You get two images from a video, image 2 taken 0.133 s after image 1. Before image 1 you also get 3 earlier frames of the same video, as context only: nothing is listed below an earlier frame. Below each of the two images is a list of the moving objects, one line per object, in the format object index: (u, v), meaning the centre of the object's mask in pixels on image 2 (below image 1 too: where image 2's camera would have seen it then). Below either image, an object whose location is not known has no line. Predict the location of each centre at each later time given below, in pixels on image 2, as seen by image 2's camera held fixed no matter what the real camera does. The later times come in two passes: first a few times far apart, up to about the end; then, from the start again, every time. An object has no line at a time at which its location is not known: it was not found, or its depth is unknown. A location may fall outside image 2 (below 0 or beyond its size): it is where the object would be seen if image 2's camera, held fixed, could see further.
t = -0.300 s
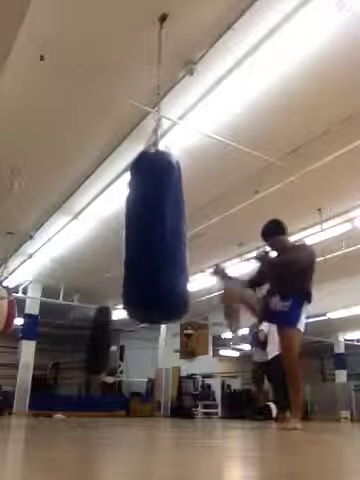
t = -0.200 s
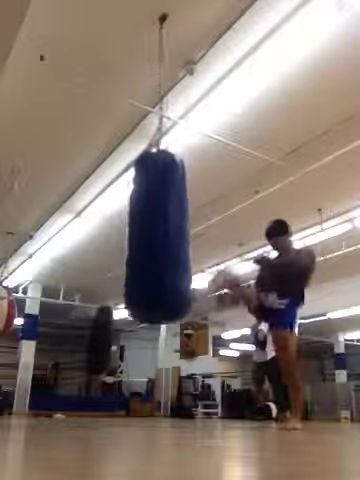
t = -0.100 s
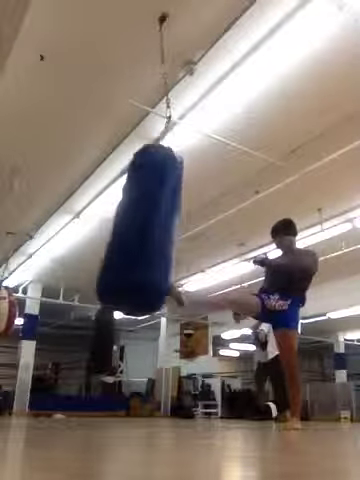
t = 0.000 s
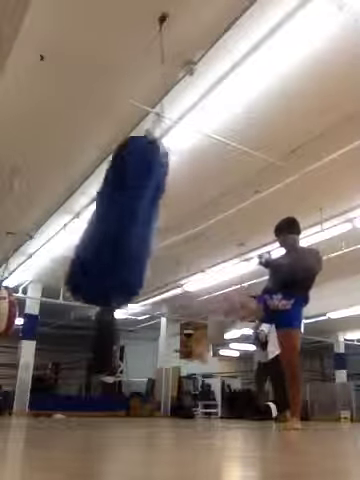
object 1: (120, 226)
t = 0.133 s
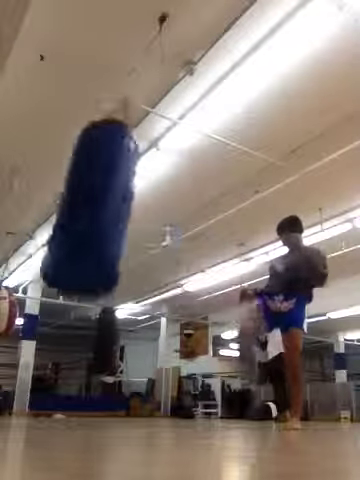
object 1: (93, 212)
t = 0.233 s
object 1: (76, 204)
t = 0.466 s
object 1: (63, 193)
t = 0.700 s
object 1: (66, 209)
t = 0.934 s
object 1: (100, 231)
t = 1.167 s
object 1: (143, 245)
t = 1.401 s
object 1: (183, 250)
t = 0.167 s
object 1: (87, 208)
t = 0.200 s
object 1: (82, 206)
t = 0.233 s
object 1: (76, 204)
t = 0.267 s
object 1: (71, 203)
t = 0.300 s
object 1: (66, 203)
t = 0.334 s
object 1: (64, 201)
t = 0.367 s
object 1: (63, 198)
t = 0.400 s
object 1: (63, 195)
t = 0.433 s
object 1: (64, 194)
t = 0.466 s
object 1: (63, 193)
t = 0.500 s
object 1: (63, 193)
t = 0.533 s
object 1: (63, 195)
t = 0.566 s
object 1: (62, 197)
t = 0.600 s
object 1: (62, 200)
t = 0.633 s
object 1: (62, 204)
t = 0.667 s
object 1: (63, 207)
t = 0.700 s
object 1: (66, 209)
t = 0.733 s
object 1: (69, 212)
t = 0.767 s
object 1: (73, 214)
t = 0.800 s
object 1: (77, 218)
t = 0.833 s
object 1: (82, 222)
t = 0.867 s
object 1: (88, 224)
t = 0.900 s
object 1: (94, 228)
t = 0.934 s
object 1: (100, 231)
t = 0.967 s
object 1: (107, 232)
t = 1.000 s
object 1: (114, 232)
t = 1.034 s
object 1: (120, 235)
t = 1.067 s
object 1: (126, 238)
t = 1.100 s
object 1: (132, 240)
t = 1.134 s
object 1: (137, 244)
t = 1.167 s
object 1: (143, 245)
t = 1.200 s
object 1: (149, 248)
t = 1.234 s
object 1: (155, 249)
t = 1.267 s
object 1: (161, 249)
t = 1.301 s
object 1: (166, 250)
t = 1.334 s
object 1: (172, 251)
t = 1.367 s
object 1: (178, 251)
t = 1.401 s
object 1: (183, 250)
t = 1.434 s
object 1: (188, 249)
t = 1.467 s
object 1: (192, 249)
